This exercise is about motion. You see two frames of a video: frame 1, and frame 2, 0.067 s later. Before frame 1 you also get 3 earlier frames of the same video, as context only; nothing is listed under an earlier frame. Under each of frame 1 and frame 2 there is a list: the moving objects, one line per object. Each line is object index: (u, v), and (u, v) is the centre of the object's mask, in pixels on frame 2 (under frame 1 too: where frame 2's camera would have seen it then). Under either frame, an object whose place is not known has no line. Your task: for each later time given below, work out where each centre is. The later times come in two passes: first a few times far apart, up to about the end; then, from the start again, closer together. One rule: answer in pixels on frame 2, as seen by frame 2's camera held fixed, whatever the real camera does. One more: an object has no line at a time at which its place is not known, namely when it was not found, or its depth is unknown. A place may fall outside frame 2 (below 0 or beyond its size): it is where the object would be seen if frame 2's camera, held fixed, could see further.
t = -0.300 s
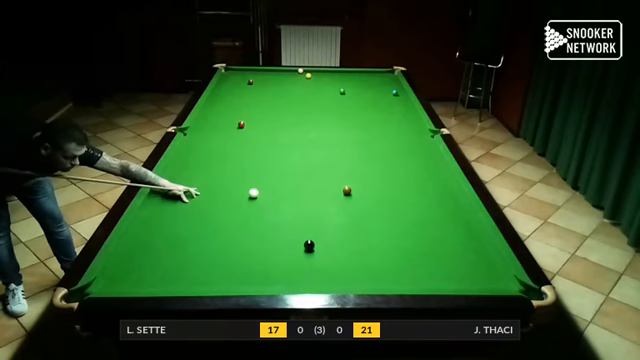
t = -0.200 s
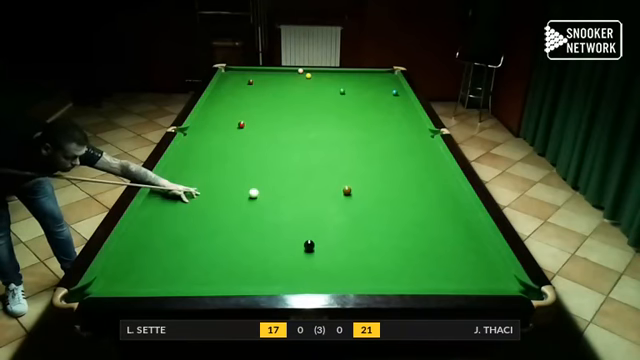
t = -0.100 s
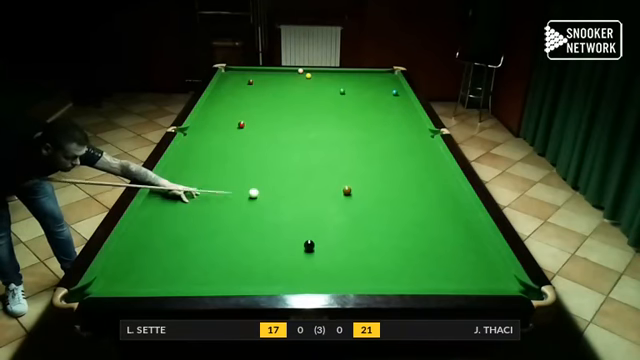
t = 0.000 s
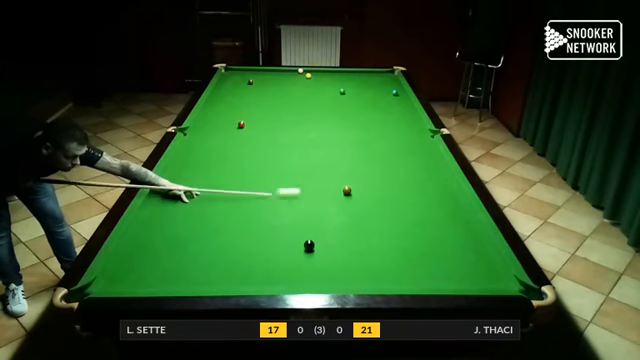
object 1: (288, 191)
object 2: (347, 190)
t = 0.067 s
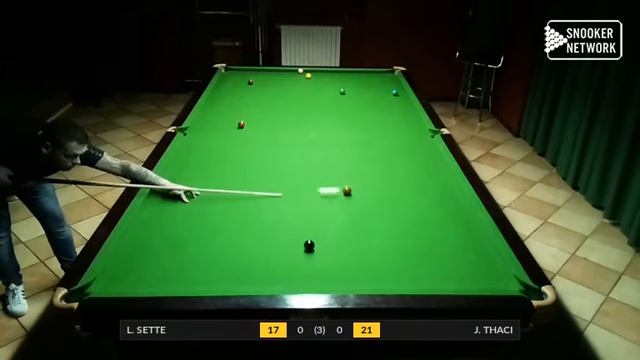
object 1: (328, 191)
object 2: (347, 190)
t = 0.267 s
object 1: (353, 203)
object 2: (421, 176)
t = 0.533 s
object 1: (372, 219)
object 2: (397, 167)
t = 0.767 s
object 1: (389, 235)
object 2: (344, 161)
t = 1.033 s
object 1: (411, 254)
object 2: (286, 154)
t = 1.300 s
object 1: (435, 274)
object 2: (237, 147)
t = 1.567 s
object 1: (447, 277)
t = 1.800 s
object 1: (449, 267)
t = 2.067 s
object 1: (451, 257)
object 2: (250, 138)
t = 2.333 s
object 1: (453, 248)
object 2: (279, 137)
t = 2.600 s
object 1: (455, 241)
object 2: (306, 135)
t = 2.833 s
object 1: (456, 235)
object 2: (329, 134)
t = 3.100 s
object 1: (456, 230)
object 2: (354, 132)
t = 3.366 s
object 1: (457, 225)
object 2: (377, 131)
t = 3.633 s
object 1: (457, 222)
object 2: (399, 129)
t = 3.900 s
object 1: (457, 219)
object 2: (419, 128)
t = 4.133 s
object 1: (457, 217)
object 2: (415, 127)
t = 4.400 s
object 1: (457, 216)
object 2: (401, 126)
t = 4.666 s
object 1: (457, 215)
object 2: (389, 125)
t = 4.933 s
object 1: (457, 215)
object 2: (377, 125)
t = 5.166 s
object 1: (457, 215)
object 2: (368, 124)
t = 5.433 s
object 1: (457, 215)
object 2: (358, 123)
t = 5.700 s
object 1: (457, 215)
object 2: (349, 123)
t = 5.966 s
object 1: (457, 215)
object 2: (341, 123)
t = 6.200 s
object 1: (457, 215)
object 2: (334, 122)
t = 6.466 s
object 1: (457, 215)
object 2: (327, 122)
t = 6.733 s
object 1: (457, 215)
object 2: (321, 122)
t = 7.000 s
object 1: (457, 215)
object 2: (316, 121)
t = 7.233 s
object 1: (457, 215)
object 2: (312, 121)
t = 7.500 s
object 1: (457, 215)
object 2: (308, 121)
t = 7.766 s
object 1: (457, 215)
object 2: (304, 120)
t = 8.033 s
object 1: (457, 215)
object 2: (302, 120)
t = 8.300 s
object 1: (457, 215)
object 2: (299, 120)
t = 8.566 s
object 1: (457, 215)
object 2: (298, 120)
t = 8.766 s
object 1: (457, 215)
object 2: (298, 120)
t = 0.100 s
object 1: (340, 192)
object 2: (353, 187)
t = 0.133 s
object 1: (343, 194)
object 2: (368, 185)
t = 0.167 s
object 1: (346, 197)
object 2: (383, 183)
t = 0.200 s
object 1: (348, 199)
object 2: (396, 181)
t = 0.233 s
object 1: (350, 201)
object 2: (409, 178)
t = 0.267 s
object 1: (353, 203)
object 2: (421, 176)
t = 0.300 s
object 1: (355, 205)
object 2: (432, 175)
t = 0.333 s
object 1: (357, 207)
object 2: (444, 173)
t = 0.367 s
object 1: (360, 209)
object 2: (444, 171)
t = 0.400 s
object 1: (362, 211)
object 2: (434, 170)
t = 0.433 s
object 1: (364, 213)
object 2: (424, 169)
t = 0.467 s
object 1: (367, 215)
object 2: (415, 168)
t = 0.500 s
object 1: (369, 217)
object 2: (406, 168)
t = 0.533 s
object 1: (372, 219)
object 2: (397, 167)
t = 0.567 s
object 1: (374, 222)
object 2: (390, 166)
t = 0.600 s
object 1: (377, 224)
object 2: (382, 165)
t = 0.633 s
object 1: (379, 226)
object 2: (374, 164)
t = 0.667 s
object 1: (382, 228)
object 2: (366, 164)
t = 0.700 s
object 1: (384, 230)
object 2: (359, 162)
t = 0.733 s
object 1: (387, 233)
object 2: (351, 161)
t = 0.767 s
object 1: (389, 235)
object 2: (344, 161)
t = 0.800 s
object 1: (392, 237)
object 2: (337, 160)
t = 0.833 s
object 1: (395, 240)
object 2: (329, 159)
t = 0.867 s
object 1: (397, 242)
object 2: (322, 158)
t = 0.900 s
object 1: (400, 244)
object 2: (315, 157)
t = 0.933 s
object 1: (403, 247)
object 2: (308, 157)
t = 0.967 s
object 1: (406, 249)
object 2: (300, 156)
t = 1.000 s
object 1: (409, 251)
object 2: (293, 155)
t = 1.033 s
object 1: (411, 254)
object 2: (286, 154)
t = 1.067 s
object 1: (414, 256)
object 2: (279, 153)
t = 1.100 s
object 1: (417, 259)
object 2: (273, 152)
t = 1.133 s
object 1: (420, 261)
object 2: (266, 151)
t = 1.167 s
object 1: (422, 263)
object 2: (259, 150)
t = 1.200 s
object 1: (425, 266)
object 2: (253, 150)
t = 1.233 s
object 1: (429, 269)
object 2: (246, 149)
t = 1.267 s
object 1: (432, 272)
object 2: (240, 148)
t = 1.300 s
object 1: (435, 274)
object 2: (237, 147)
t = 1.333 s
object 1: (438, 277)
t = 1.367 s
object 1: (440, 279)
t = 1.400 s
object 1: (443, 281)
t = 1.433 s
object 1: (446, 283)
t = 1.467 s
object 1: (446, 281)
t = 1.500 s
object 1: (446, 280)
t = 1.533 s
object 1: (447, 278)
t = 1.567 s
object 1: (447, 277)
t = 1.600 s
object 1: (447, 276)
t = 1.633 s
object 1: (448, 274)
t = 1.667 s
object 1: (448, 273)
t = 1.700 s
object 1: (448, 271)
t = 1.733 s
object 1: (448, 270)
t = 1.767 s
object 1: (449, 268)
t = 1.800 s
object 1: (449, 267)
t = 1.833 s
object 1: (449, 265)
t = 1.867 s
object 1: (450, 264)
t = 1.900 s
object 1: (450, 263)
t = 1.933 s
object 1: (450, 262)
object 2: (237, 139)
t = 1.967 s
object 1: (451, 260)
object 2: (239, 139)
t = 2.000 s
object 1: (451, 259)
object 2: (242, 139)
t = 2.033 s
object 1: (451, 258)
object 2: (246, 139)
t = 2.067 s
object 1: (451, 257)
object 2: (250, 138)
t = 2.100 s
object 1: (452, 256)
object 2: (253, 138)
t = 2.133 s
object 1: (452, 255)
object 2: (257, 138)
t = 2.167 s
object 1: (452, 253)
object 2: (261, 138)
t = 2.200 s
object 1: (452, 252)
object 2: (265, 137)
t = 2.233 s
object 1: (452, 251)
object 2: (268, 137)
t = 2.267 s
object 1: (453, 250)
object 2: (272, 137)
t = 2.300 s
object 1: (453, 249)
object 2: (275, 137)
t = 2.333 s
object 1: (453, 248)
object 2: (279, 137)
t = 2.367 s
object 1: (453, 247)
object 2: (283, 136)
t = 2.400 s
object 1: (454, 246)
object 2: (286, 136)
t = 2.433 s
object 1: (454, 245)
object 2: (289, 136)
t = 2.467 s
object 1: (454, 244)
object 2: (293, 136)
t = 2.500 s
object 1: (454, 244)
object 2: (296, 136)
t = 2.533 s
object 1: (454, 243)
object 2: (299, 135)
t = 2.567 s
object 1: (454, 242)
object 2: (303, 135)
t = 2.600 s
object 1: (455, 241)
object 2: (306, 135)
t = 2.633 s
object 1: (455, 240)
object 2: (310, 135)
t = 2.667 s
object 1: (455, 239)
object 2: (313, 135)
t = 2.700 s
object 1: (455, 238)
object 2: (316, 134)
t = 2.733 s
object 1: (455, 238)
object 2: (319, 134)
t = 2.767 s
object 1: (456, 237)
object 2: (323, 134)
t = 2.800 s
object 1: (456, 236)
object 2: (326, 134)
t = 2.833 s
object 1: (456, 235)
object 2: (329, 134)
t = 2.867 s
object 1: (456, 234)
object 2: (332, 133)
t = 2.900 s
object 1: (456, 234)
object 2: (335, 133)
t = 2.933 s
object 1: (456, 233)
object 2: (338, 133)
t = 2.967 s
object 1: (456, 233)
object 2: (342, 133)
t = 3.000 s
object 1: (456, 232)
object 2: (344, 132)
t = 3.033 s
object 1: (456, 231)
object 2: (347, 132)
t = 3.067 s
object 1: (456, 230)
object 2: (351, 132)
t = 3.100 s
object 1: (456, 230)
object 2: (354, 132)
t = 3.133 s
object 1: (457, 229)
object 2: (356, 132)
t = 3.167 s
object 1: (457, 229)
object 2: (359, 132)
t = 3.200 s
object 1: (457, 228)
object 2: (362, 132)
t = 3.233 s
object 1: (457, 227)
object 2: (365, 131)
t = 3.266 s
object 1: (457, 227)
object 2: (368, 131)
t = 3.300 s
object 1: (457, 226)
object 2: (371, 131)
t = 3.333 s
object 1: (457, 226)
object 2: (374, 131)
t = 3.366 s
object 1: (457, 225)
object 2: (377, 131)
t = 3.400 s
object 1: (457, 225)
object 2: (379, 131)
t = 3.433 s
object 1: (457, 224)
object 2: (382, 130)
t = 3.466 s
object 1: (457, 224)
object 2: (385, 130)
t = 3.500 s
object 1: (457, 223)
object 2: (388, 130)
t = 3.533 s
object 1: (457, 223)
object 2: (391, 130)
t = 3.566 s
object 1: (457, 223)
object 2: (393, 130)
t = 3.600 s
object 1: (457, 222)
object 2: (396, 130)
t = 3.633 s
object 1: (457, 222)
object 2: (399, 129)
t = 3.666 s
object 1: (457, 221)
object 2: (401, 129)
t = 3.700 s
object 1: (457, 221)
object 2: (404, 129)
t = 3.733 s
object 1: (457, 221)
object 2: (406, 129)
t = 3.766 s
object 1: (457, 220)
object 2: (409, 129)
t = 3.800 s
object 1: (457, 220)
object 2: (412, 128)
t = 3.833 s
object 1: (457, 220)
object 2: (414, 129)
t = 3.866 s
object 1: (457, 219)
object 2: (417, 128)
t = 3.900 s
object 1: (457, 219)
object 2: (419, 128)
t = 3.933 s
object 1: (457, 219)
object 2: (421, 128)
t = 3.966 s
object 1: (457, 218)
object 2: (424, 128)
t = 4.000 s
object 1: (457, 218)
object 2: (422, 128)
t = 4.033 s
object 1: (457, 218)
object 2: (420, 127)
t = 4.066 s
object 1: (457, 218)
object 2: (418, 127)
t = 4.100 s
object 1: (457, 217)
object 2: (417, 127)
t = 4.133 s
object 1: (457, 217)
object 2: (415, 127)
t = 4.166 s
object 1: (457, 217)
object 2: (413, 127)
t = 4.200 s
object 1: (457, 217)
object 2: (411, 127)
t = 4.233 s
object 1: (457, 217)
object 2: (410, 127)
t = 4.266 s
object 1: (457, 216)
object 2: (408, 127)
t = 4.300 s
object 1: (457, 216)
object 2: (406, 127)
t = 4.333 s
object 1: (457, 216)
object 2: (404, 126)
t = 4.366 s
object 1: (457, 216)
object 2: (403, 126)
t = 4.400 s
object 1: (457, 216)
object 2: (401, 126)
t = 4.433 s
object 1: (457, 216)
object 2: (400, 126)
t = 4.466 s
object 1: (457, 216)
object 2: (398, 126)
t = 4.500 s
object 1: (457, 216)
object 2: (396, 126)
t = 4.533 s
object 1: (457, 215)
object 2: (395, 126)
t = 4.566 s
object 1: (457, 215)
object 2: (393, 126)
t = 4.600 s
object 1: (457, 216)
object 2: (392, 126)
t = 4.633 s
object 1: (457, 215)
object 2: (390, 126)
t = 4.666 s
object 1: (457, 215)
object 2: (389, 125)
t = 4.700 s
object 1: (457, 215)
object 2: (387, 126)
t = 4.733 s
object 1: (457, 215)
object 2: (386, 125)
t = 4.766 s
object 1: (457, 215)
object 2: (385, 125)
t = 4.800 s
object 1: (457, 215)
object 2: (383, 125)
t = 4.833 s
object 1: (457, 215)
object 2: (381, 125)
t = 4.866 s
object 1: (457, 215)
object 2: (380, 125)
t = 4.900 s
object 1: (457, 215)
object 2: (379, 125)
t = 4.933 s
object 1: (457, 215)
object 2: (377, 125)
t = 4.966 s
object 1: (457, 215)
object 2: (376, 125)
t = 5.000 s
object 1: (457, 215)
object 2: (374, 124)
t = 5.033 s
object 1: (457, 215)
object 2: (373, 125)
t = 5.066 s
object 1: (457, 215)
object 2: (372, 125)
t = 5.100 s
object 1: (457, 215)
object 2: (371, 125)
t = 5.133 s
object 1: (457, 215)
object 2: (369, 124)
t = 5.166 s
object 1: (457, 215)
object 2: (368, 124)
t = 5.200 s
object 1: (457, 215)
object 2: (367, 124)
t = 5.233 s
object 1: (457, 215)
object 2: (365, 124)
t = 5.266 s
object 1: (457, 215)
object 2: (364, 124)
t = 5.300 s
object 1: (457, 215)
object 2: (363, 124)
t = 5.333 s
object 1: (457, 215)
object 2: (362, 124)
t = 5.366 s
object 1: (457, 215)
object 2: (360, 124)
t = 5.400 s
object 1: (457, 215)
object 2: (359, 124)
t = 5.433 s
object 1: (457, 215)
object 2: (358, 123)
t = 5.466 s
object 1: (457, 215)
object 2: (357, 123)
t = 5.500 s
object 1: (457, 215)
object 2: (356, 123)
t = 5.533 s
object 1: (457, 215)
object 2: (355, 123)
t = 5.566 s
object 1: (457, 215)
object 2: (353, 123)
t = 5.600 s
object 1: (457, 215)
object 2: (352, 123)
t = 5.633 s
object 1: (457, 215)
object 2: (351, 123)
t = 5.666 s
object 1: (457, 215)
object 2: (350, 123)
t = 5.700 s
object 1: (457, 215)
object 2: (349, 123)
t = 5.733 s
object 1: (457, 215)
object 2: (348, 123)
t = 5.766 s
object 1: (457, 215)
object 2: (347, 123)
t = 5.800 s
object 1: (457, 215)
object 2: (346, 123)
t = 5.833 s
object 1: (457, 215)
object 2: (345, 123)
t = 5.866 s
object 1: (457, 215)
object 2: (344, 123)
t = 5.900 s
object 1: (457, 215)
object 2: (343, 122)
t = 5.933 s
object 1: (457, 215)
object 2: (342, 123)
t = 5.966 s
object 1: (457, 215)
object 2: (341, 123)
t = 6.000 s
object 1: (457, 215)
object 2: (340, 122)
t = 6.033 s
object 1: (457, 215)
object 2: (339, 122)
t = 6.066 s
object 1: (457, 215)
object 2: (338, 122)
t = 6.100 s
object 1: (457, 215)
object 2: (337, 122)
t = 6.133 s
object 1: (457, 215)
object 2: (336, 122)
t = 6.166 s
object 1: (457, 215)
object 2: (335, 122)
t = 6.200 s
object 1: (457, 215)
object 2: (334, 122)
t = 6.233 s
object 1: (457, 215)
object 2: (333, 122)
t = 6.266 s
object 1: (457, 215)
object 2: (332, 122)
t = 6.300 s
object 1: (457, 215)
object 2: (331, 122)
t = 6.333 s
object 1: (457, 215)
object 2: (331, 122)
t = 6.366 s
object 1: (457, 215)
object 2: (330, 122)
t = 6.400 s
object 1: (457, 215)
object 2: (329, 122)
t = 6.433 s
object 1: (457, 215)
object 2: (328, 122)
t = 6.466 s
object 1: (457, 215)
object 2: (327, 122)
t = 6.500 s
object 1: (457, 215)
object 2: (327, 122)
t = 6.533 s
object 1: (457, 215)
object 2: (326, 122)
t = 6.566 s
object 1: (457, 215)
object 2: (325, 122)
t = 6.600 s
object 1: (457, 215)
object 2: (324, 122)
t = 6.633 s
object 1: (457, 215)
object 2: (323, 122)
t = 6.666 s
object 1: (457, 215)
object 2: (323, 122)
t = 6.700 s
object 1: (457, 215)
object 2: (322, 122)
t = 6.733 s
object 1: (457, 215)
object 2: (321, 122)
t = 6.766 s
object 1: (457, 215)
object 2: (320, 122)
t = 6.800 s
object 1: (457, 215)
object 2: (320, 121)
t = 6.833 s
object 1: (457, 215)
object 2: (319, 121)
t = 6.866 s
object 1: (457, 215)
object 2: (318, 121)
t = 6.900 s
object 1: (457, 215)
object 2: (318, 121)
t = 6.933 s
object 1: (457, 215)
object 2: (317, 121)
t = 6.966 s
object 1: (457, 215)
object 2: (316, 121)
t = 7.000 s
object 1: (457, 215)
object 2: (316, 121)
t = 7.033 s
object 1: (457, 215)
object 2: (315, 121)
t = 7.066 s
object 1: (457, 215)
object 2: (315, 121)
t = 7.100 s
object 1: (457, 215)
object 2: (314, 121)
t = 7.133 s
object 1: (457, 215)
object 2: (313, 121)
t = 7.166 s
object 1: (457, 215)
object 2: (313, 121)
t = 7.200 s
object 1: (457, 215)
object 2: (312, 121)
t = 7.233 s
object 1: (457, 215)
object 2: (312, 121)
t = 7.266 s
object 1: (457, 215)
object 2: (311, 121)
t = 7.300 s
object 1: (457, 215)
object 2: (310, 121)
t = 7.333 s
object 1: (457, 215)
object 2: (310, 121)
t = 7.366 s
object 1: (457, 215)
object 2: (310, 121)
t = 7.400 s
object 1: (457, 215)
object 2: (309, 121)
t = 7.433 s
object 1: (457, 215)
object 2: (309, 121)
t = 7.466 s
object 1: (457, 215)
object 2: (308, 121)
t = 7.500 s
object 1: (457, 215)
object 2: (308, 121)
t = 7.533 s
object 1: (457, 215)
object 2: (307, 121)
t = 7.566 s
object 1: (457, 215)
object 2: (307, 121)
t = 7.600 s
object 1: (457, 215)
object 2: (306, 121)
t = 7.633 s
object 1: (457, 215)
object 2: (306, 120)
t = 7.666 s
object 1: (457, 215)
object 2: (306, 121)
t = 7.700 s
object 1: (457, 215)
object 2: (305, 120)
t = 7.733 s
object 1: (457, 215)
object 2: (305, 120)
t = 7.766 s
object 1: (457, 215)
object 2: (304, 120)
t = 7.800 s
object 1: (457, 215)
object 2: (304, 120)
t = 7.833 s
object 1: (457, 215)
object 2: (304, 120)
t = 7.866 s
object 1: (457, 215)
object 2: (303, 121)
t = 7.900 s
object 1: (457, 215)
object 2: (303, 120)
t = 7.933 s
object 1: (457, 215)
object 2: (303, 120)
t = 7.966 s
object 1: (457, 215)
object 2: (302, 120)
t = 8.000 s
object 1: (457, 215)
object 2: (302, 120)
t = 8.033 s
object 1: (457, 215)
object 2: (302, 120)
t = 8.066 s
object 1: (457, 215)
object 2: (301, 120)
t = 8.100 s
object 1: (457, 215)
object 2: (301, 120)
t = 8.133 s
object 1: (457, 215)
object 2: (301, 120)
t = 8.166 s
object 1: (457, 215)
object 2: (301, 120)
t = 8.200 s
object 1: (457, 215)
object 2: (300, 120)
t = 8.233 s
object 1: (457, 215)
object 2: (300, 120)
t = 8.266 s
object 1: (457, 215)
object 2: (300, 120)
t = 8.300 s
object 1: (457, 215)
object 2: (299, 120)
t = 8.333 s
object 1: (457, 215)
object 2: (299, 120)
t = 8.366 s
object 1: (457, 215)
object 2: (299, 120)
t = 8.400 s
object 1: (457, 215)
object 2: (299, 120)
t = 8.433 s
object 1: (457, 215)
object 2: (299, 120)
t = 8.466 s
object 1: (457, 215)
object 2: (299, 120)
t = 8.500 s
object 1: (457, 215)
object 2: (298, 120)
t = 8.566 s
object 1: (457, 215)
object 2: (298, 120)
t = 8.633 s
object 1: (457, 215)
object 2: (298, 120)
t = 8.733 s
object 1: (457, 215)
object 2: (298, 120)
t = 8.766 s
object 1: (457, 215)
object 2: (298, 120)
